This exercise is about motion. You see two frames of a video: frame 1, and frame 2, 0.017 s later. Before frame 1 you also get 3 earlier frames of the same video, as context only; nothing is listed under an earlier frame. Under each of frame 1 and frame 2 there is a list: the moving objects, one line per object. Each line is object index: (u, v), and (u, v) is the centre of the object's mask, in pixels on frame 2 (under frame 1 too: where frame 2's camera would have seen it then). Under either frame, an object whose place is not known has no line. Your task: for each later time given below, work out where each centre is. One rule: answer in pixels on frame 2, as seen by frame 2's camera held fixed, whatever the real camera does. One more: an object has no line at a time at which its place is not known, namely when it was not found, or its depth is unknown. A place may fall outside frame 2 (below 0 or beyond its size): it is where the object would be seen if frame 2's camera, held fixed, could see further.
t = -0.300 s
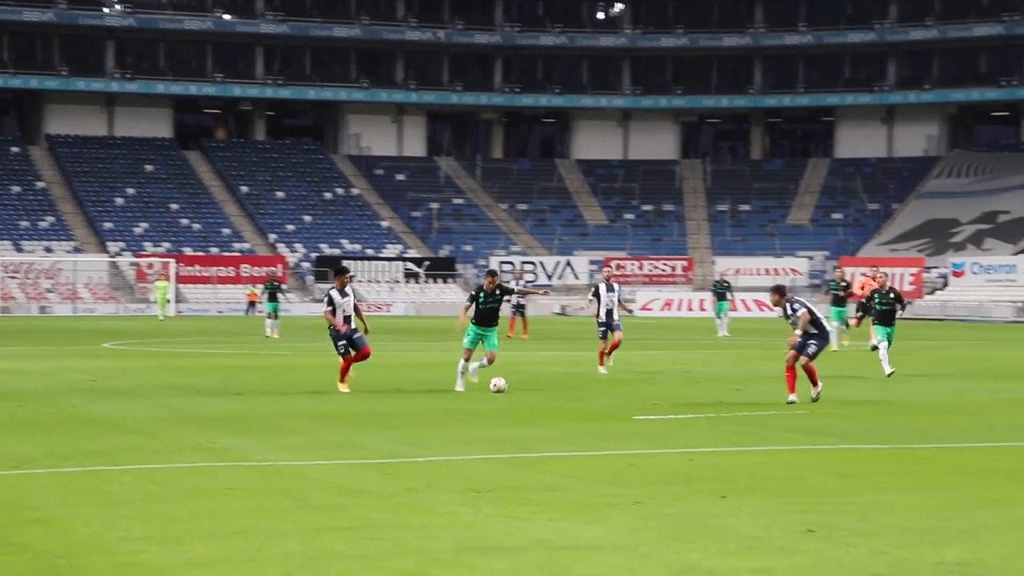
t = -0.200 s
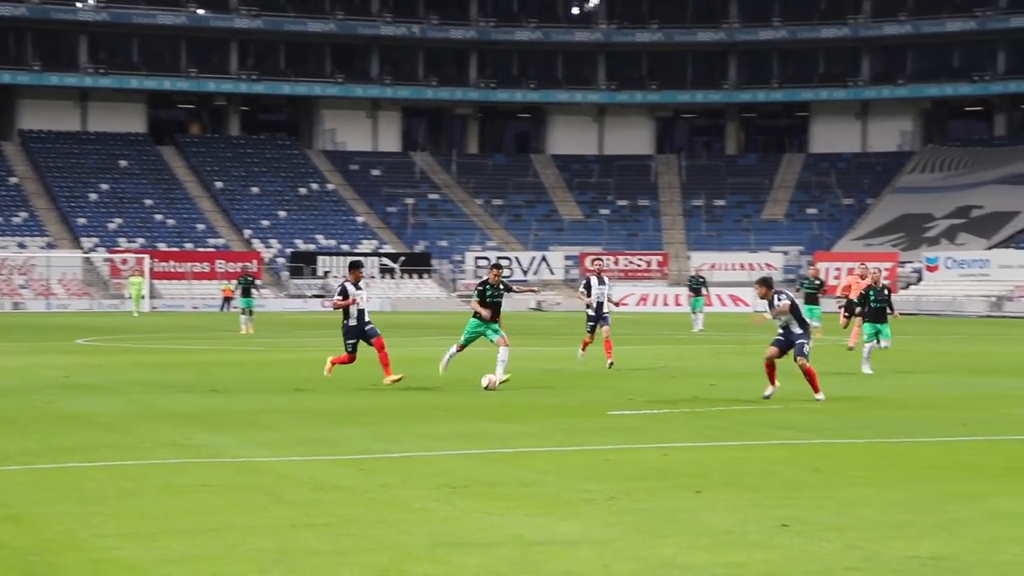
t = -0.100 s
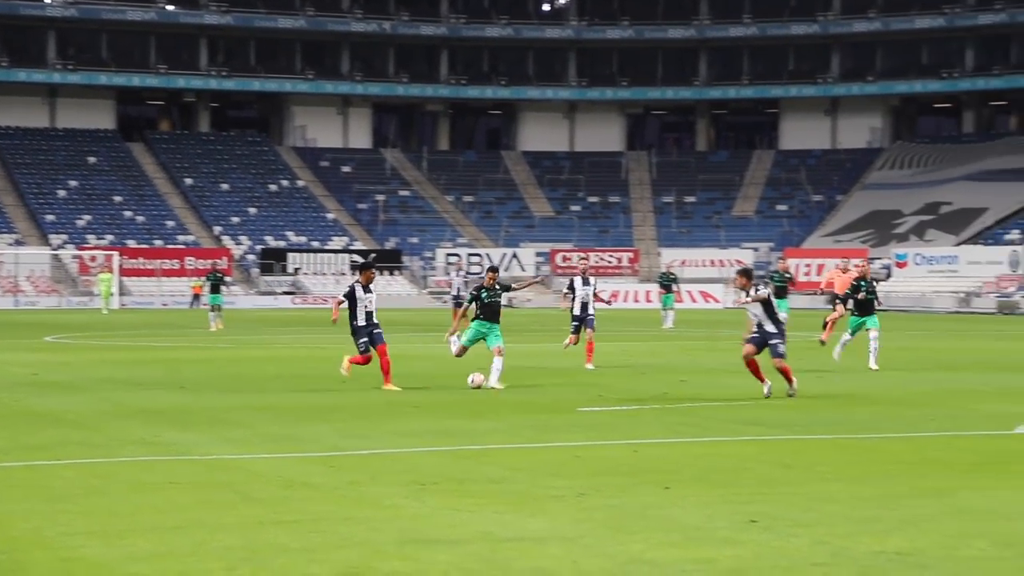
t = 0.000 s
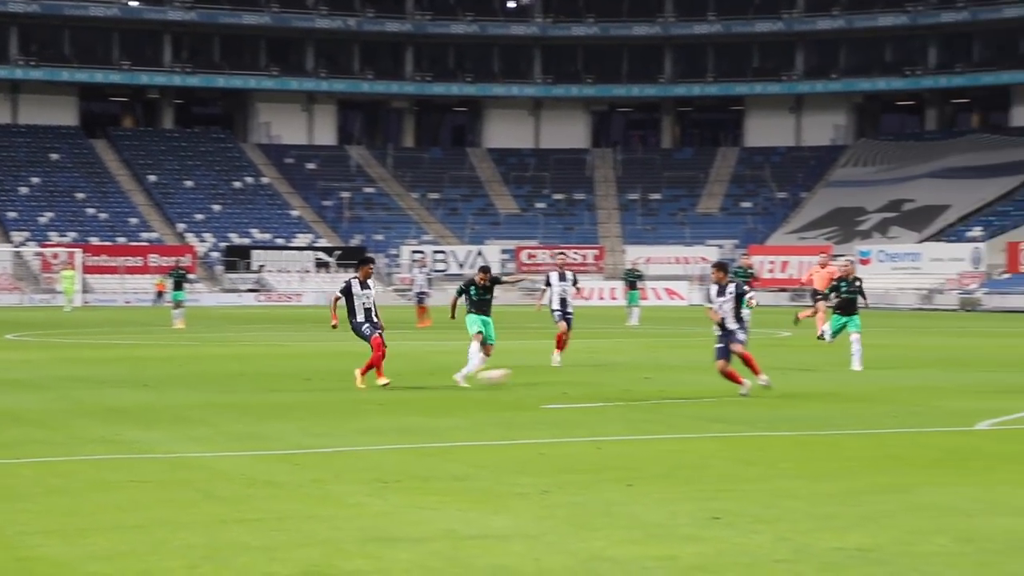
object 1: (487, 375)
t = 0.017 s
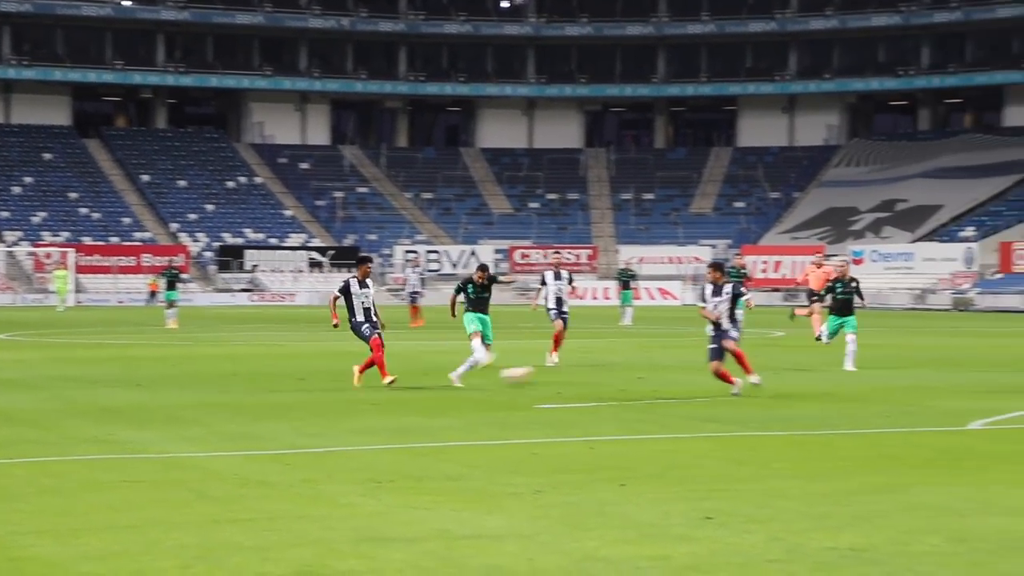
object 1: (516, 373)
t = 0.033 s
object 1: (545, 371)
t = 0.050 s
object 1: (579, 369)
